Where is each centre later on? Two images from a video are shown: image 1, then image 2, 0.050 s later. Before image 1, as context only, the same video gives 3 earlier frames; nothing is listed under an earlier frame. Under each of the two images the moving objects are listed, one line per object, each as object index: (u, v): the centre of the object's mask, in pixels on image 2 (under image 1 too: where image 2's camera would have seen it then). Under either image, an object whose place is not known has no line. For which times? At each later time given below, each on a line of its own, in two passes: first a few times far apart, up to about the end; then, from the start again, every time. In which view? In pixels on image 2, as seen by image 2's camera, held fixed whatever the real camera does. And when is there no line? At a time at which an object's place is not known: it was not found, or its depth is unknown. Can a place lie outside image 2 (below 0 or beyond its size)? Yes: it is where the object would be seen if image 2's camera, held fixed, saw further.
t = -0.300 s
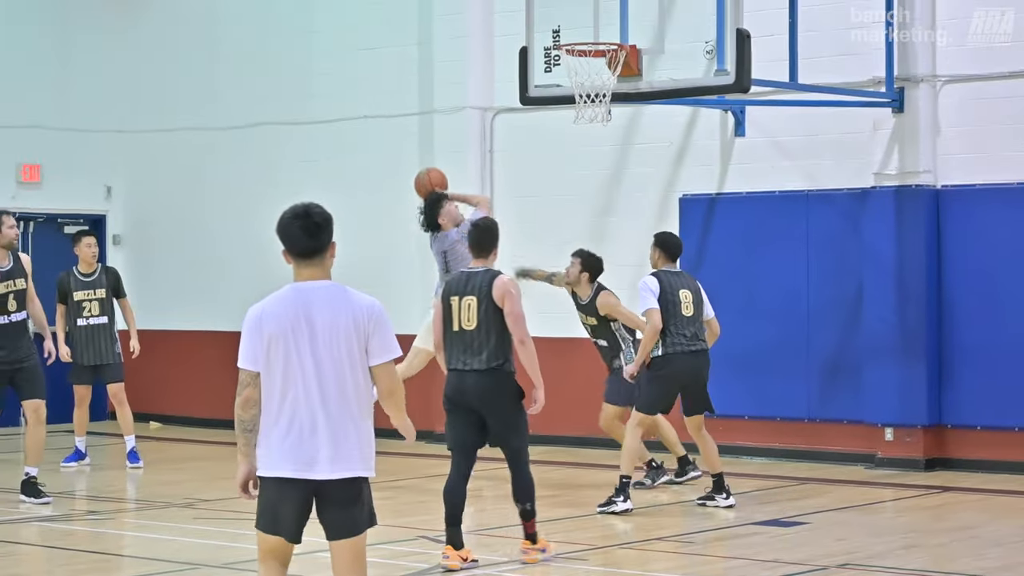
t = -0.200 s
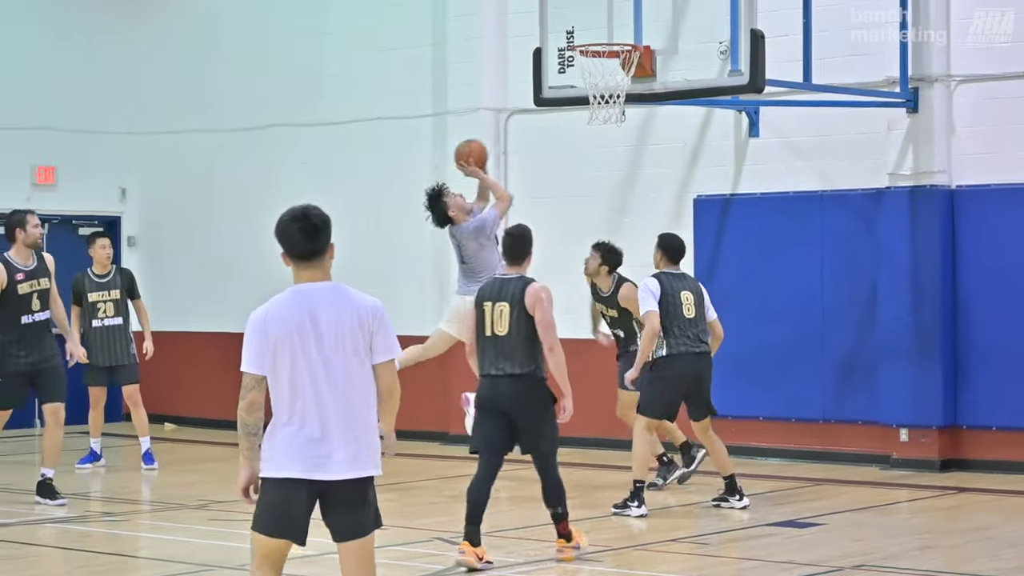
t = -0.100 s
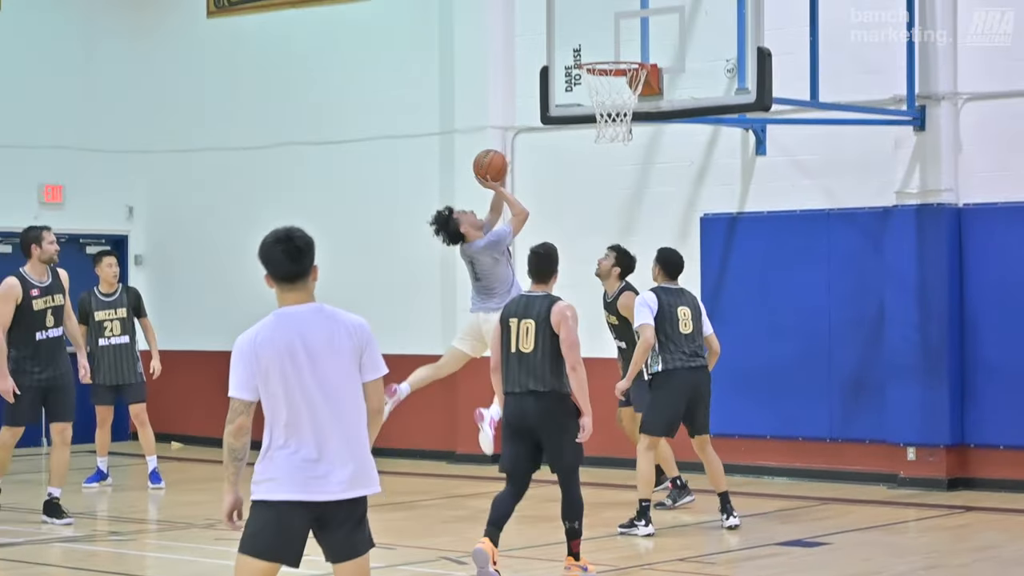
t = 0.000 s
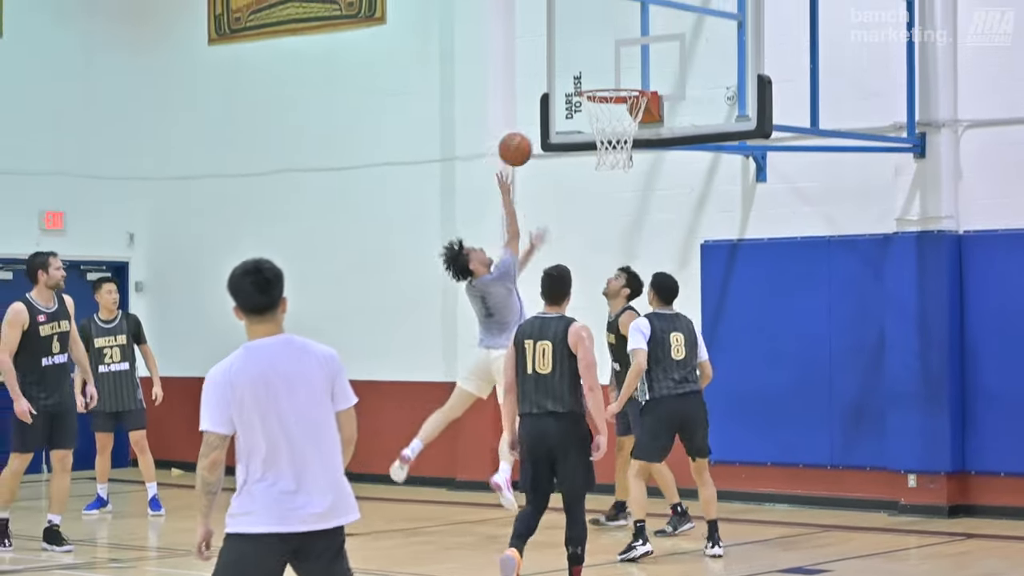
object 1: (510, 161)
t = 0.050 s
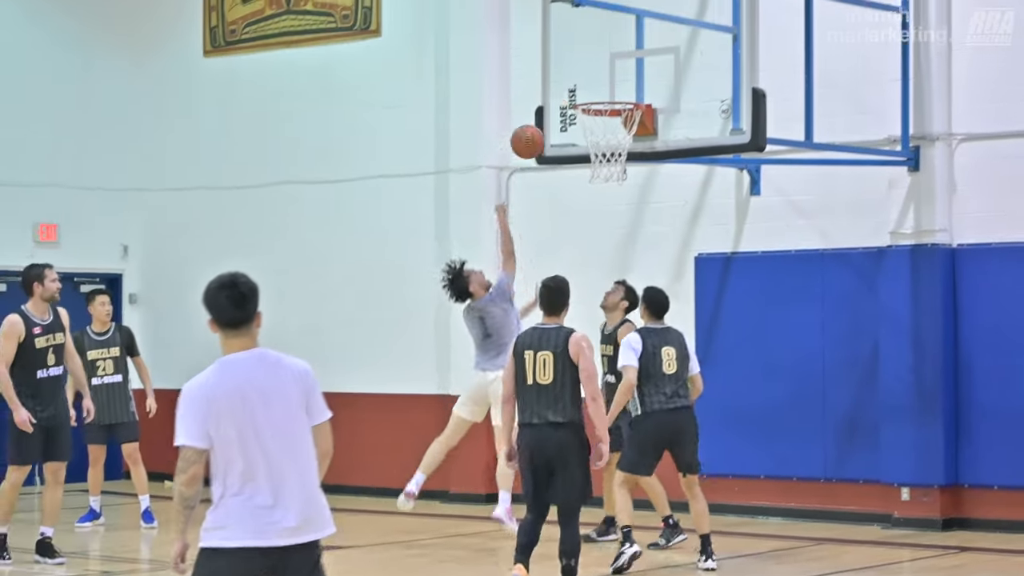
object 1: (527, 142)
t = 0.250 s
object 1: (598, 92)
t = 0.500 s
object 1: (608, 80)
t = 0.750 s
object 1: (609, 93)
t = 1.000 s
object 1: (611, 143)
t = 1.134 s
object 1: (609, 163)
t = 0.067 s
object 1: (533, 136)
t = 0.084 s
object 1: (539, 130)
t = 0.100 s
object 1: (544, 125)
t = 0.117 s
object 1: (551, 120)
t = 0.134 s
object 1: (557, 116)
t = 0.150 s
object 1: (562, 112)
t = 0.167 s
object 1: (567, 107)
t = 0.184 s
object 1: (573, 103)
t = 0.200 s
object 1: (579, 98)
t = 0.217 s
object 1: (586, 96)
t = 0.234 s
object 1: (592, 95)
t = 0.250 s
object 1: (598, 92)
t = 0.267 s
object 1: (604, 91)
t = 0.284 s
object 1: (610, 90)
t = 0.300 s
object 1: (613, 90)
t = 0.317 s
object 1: (613, 91)
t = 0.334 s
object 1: (612, 89)
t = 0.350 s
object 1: (612, 88)
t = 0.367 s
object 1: (611, 86)
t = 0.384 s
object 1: (611, 84)
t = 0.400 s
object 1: (610, 83)
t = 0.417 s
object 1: (610, 81)
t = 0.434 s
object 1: (609, 80)
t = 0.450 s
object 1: (609, 80)
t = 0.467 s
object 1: (609, 80)
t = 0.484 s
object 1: (608, 80)
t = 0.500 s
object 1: (608, 80)
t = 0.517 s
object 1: (607, 81)
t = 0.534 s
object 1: (607, 83)
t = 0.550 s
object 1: (606, 84)
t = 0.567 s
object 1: (606, 86)
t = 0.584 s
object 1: (605, 87)
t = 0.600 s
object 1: (605, 89)
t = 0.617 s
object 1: (605, 90)
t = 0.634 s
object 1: (605, 90)
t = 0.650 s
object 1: (606, 90)
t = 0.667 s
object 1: (606, 90)
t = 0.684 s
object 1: (607, 90)
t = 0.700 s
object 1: (607, 90)
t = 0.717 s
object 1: (608, 91)
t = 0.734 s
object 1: (608, 92)
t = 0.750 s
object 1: (609, 93)
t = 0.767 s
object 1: (609, 94)
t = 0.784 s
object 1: (609, 104)
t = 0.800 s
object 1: (610, 108)
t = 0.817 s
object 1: (610, 112)
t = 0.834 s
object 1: (611, 116)
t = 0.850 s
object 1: (613, 120)
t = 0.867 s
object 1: (613, 125)
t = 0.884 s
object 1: (613, 128)
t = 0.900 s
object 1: (613, 131)
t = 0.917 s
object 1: (613, 134)
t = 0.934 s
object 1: (613, 136)
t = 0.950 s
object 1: (612, 138)
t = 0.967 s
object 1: (612, 139)
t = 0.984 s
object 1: (611, 141)
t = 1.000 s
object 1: (611, 143)
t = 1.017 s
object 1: (611, 145)
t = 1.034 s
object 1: (610, 147)
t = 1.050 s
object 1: (610, 149)
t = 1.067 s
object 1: (609, 151)
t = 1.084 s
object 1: (608, 154)
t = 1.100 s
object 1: (609, 157)
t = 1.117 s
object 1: (608, 161)
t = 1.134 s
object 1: (609, 163)
